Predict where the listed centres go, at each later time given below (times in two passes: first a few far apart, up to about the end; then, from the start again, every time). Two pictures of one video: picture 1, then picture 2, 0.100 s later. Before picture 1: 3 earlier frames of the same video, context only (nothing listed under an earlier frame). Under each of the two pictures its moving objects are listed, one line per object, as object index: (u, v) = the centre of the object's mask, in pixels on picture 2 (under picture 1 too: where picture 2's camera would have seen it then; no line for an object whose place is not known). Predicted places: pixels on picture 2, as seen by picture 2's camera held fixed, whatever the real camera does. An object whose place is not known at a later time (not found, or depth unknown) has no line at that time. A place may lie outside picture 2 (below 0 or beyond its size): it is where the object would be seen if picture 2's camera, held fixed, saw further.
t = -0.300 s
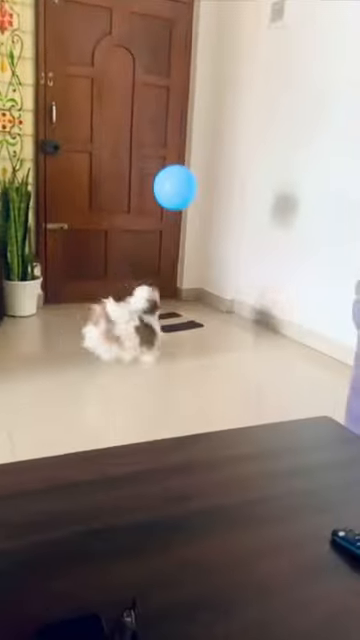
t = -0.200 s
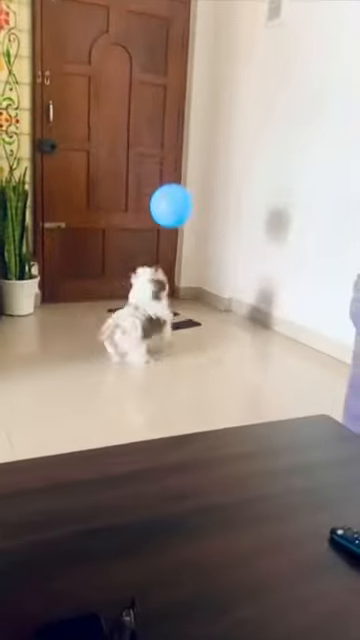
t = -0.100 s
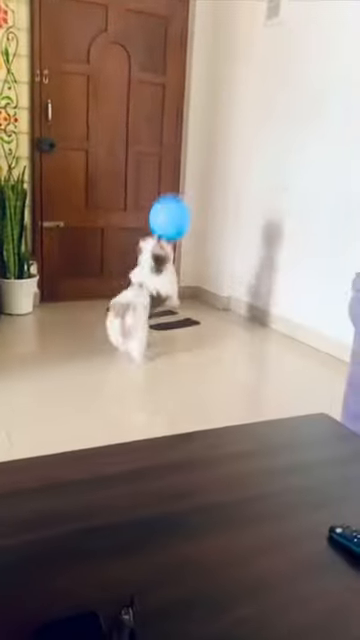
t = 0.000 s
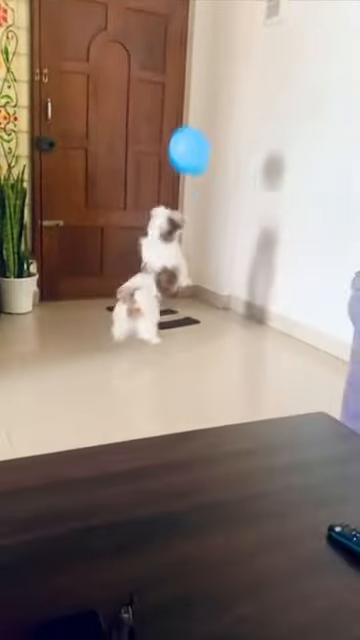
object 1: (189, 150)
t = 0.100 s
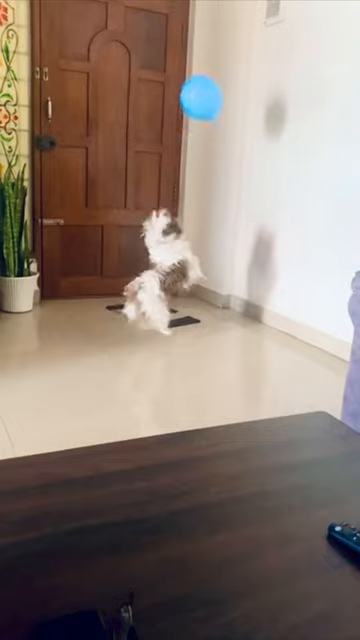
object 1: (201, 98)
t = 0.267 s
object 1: (207, 56)
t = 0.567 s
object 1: (222, 33)
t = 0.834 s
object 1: (234, 35)
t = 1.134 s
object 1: (242, 67)
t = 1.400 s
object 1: (246, 112)
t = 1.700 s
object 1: (243, 174)
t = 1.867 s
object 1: (238, 210)
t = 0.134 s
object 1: (203, 85)
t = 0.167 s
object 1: (204, 75)
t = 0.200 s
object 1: (205, 67)
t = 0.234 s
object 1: (206, 60)
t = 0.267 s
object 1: (207, 56)
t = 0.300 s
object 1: (208, 52)
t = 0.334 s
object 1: (210, 48)
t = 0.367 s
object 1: (211, 45)
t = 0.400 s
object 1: (214, 43)
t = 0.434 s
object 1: (216, 40)
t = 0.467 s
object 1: (217, 38)
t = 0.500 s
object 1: (219, 36)
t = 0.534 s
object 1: (221, 35)
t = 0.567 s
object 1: (222, 33)
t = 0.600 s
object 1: (224, 31)
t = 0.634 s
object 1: (226, 31)
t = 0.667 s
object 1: (227, 30)
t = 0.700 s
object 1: (228, 30)
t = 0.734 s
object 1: (229, 30)
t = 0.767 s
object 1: (231, 31)
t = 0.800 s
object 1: (232, 33)
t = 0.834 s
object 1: (234, 35)
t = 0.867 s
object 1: (235, 37)
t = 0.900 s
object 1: (236, 40)
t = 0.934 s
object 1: (237, 44)
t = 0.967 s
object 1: (238, 47)
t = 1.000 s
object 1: (239, 50)
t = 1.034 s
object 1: (241, 53)
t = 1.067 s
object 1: (242, 58)
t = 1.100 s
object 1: (242, 63)
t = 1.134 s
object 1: (242, 67)
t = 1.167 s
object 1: (244, 72)
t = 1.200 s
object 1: (244, 77)
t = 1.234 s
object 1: (244, 83)
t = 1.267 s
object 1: (245, 88)
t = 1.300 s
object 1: (245, 94)
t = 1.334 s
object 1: (246, 100)
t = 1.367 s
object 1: (246, 106)
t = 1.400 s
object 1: (246, 112)
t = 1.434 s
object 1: (246, 118)
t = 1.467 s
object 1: (246, 125)
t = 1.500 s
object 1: (246, 131)
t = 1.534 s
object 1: (245, 138)
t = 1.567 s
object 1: (245, 145)
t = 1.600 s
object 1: (244, 152)
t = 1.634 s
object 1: (244, 159)
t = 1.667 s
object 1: (243, 167)
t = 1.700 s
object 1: (243, 174)
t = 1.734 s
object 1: (242, 181)
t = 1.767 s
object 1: (241, 188)
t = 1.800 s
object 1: (240, 196)
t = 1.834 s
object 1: (239, 203)
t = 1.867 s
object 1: (238, 210)
